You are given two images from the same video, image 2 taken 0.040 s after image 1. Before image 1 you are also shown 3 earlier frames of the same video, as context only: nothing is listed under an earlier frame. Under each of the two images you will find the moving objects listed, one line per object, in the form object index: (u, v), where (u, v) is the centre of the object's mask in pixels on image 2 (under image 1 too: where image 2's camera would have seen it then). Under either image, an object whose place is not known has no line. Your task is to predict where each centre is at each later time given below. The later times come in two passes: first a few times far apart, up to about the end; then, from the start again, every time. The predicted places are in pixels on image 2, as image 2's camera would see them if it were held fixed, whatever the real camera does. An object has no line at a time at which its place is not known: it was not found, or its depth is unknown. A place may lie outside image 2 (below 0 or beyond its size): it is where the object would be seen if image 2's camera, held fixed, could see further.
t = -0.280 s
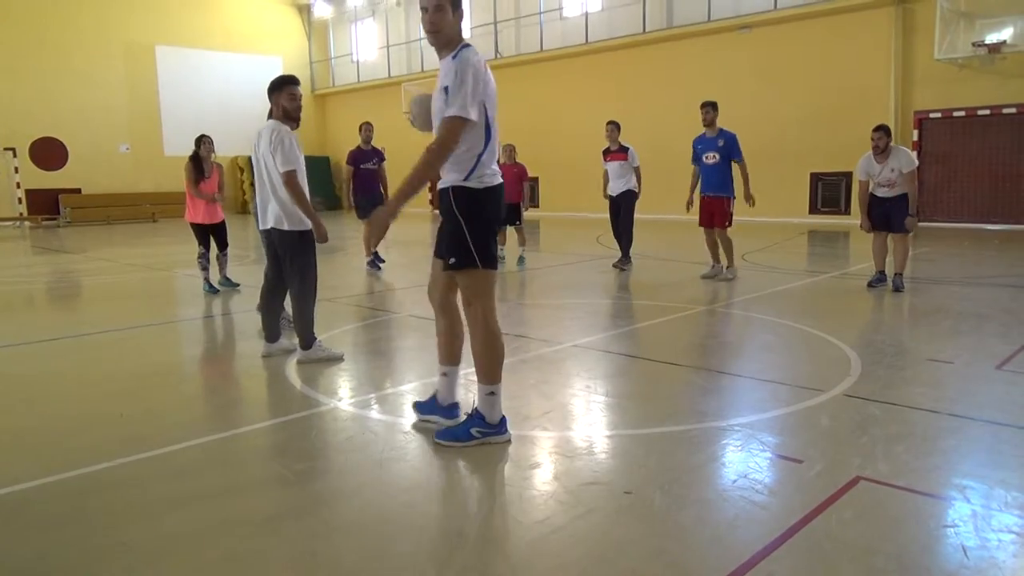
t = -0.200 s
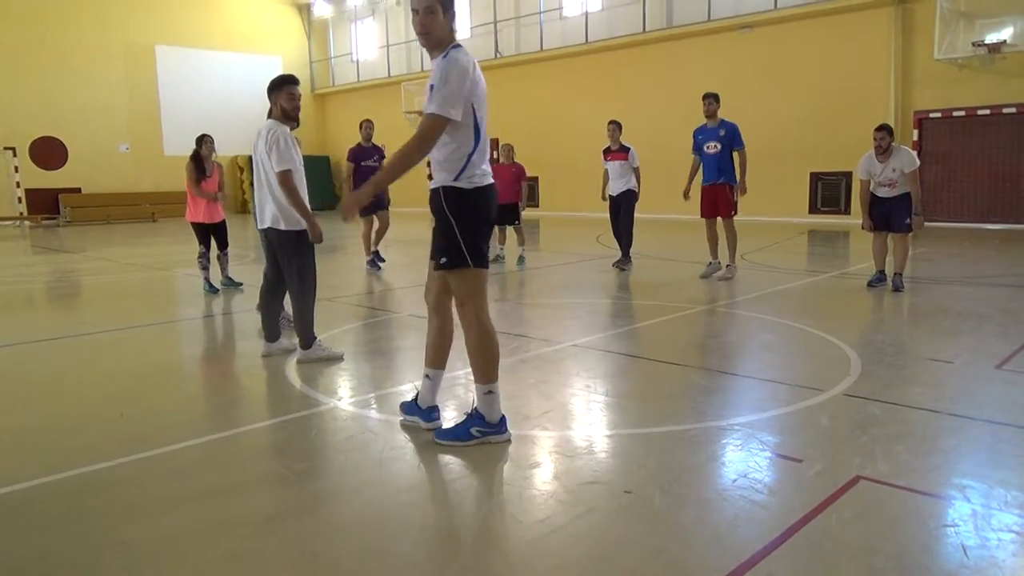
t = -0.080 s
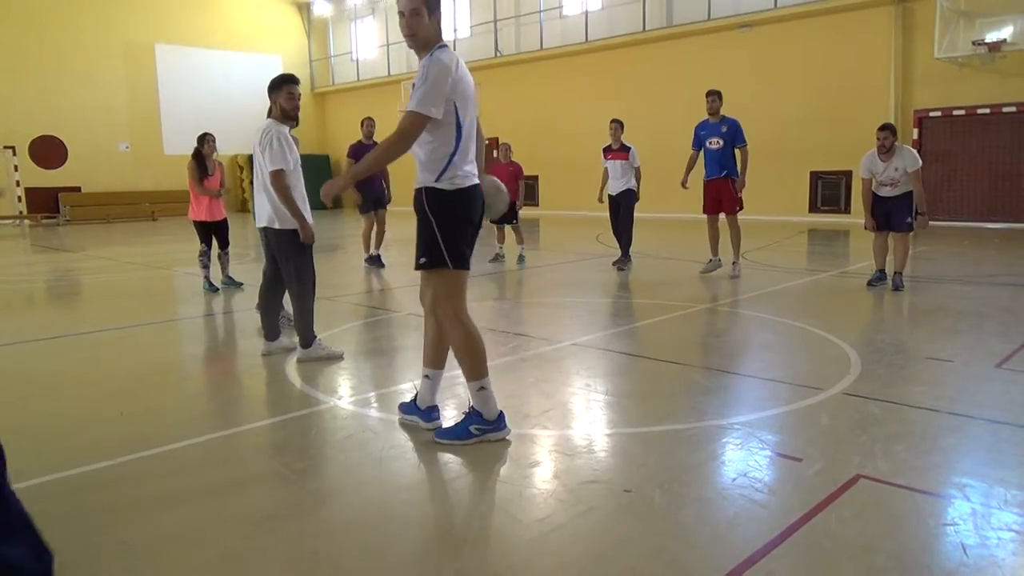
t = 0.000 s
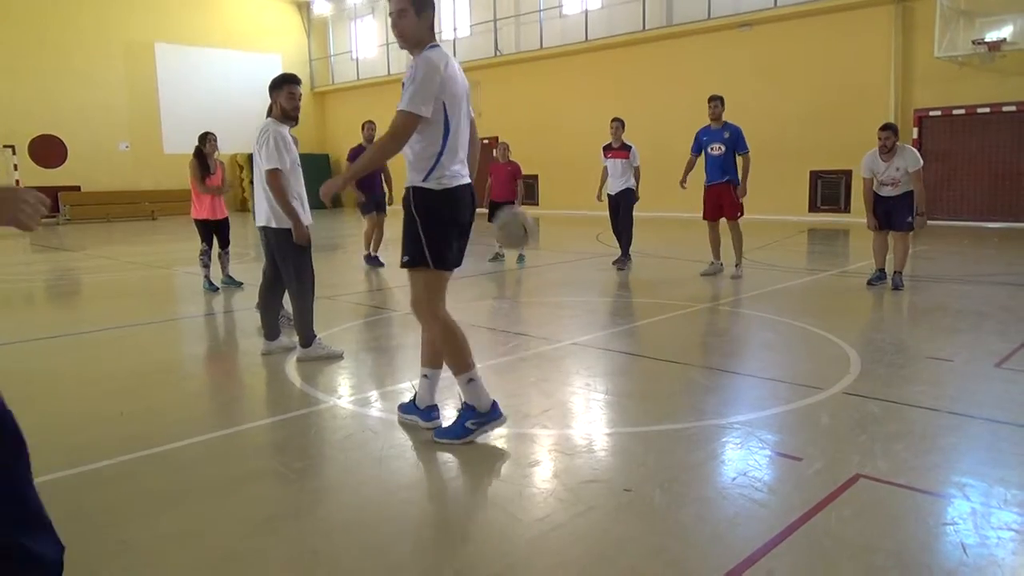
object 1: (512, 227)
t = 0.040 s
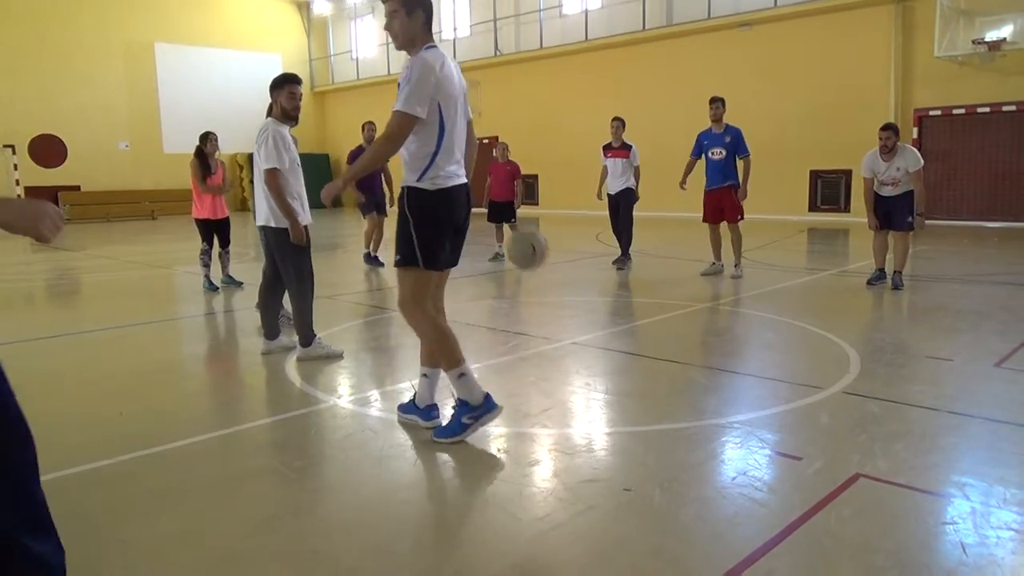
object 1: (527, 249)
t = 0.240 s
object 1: (592, 367)
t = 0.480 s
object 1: (654, 258)
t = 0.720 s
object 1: (717, 254)
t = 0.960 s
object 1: (775, 357)
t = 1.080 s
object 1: (806, 322)
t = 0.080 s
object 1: (541, 271)
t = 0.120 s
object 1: (554, 297)
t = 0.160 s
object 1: (567, 327)
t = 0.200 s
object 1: (580, 358)
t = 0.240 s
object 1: (592, 367)
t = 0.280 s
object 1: (602, 342)
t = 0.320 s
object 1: (612, 320)
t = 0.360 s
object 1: (622, 300)
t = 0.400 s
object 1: (633, 283)
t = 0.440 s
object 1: (645, 269)
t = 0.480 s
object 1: (654, 258)
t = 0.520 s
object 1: (665, 249)
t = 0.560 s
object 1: (676, 244)
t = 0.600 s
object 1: (687, 242)
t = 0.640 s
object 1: (696, 244)
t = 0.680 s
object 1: (708, 248)
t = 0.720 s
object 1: (717, 254)
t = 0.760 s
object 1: (726, 265)
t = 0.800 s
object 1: (737, 276)
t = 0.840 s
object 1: (747, 293)
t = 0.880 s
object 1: (756, 311)
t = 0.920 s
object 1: (766, 334)
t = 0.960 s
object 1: (775, 357)
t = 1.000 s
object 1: (784, 358)
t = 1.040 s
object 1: (795, 339)
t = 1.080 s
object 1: (806, 322)
